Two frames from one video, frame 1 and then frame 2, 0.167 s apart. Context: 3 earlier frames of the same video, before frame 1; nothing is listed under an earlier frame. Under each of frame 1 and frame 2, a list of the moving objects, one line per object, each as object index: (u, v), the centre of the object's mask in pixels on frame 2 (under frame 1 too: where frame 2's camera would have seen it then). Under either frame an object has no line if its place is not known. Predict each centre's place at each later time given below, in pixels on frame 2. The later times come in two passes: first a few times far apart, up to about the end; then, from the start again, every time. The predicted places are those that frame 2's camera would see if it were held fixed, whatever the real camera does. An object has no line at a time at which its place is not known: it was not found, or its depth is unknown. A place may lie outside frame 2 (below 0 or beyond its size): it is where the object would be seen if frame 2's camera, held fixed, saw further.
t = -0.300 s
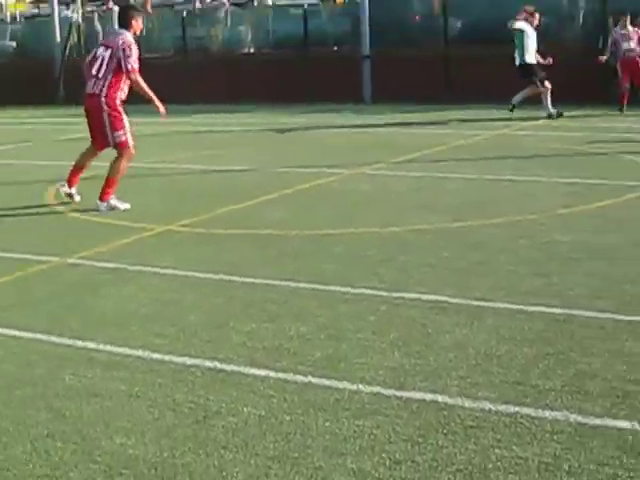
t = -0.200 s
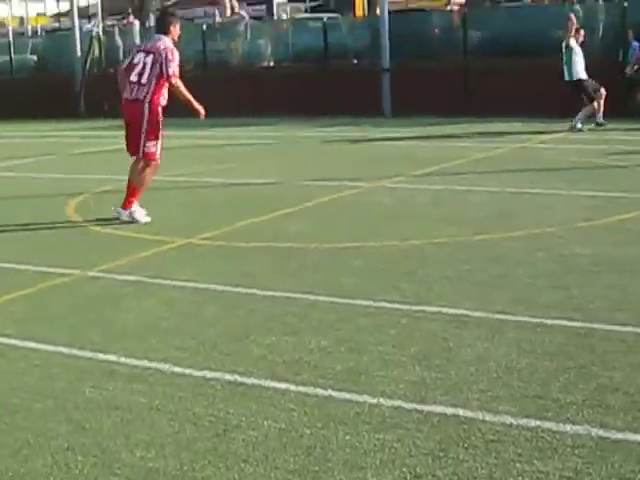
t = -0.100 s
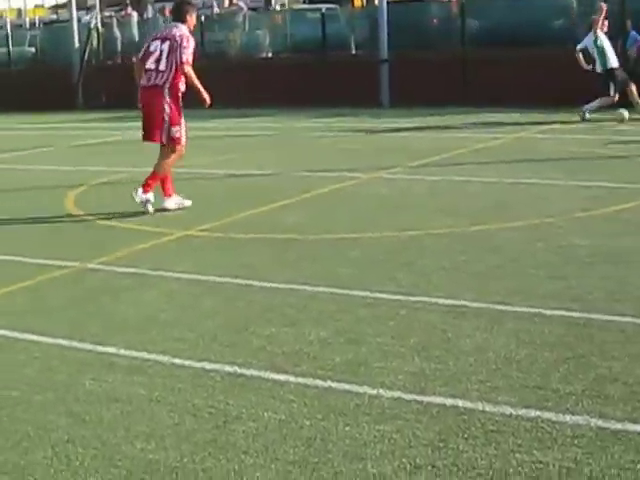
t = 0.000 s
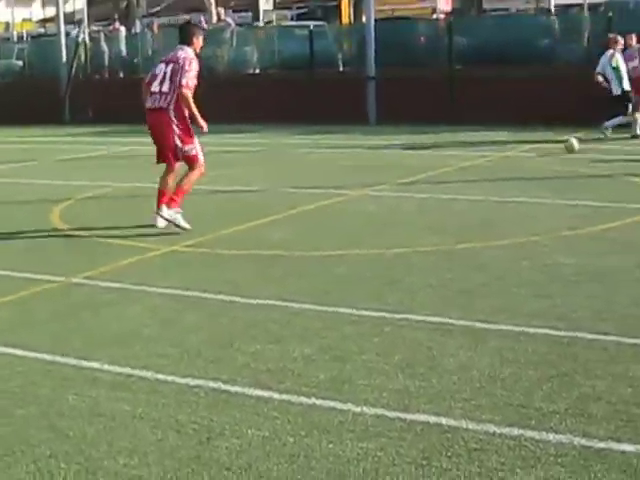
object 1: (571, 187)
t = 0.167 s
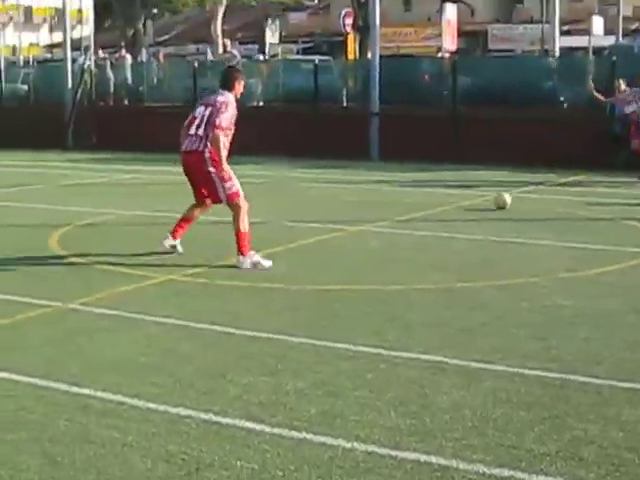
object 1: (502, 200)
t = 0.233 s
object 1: (472, 205)
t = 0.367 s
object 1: (406, 220)
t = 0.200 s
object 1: (488, 203)
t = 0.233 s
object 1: (472, 205)
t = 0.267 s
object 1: (456, 209)
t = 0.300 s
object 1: (439, 213)
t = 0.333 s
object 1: (423, 216)
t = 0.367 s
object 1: (406, 220)
